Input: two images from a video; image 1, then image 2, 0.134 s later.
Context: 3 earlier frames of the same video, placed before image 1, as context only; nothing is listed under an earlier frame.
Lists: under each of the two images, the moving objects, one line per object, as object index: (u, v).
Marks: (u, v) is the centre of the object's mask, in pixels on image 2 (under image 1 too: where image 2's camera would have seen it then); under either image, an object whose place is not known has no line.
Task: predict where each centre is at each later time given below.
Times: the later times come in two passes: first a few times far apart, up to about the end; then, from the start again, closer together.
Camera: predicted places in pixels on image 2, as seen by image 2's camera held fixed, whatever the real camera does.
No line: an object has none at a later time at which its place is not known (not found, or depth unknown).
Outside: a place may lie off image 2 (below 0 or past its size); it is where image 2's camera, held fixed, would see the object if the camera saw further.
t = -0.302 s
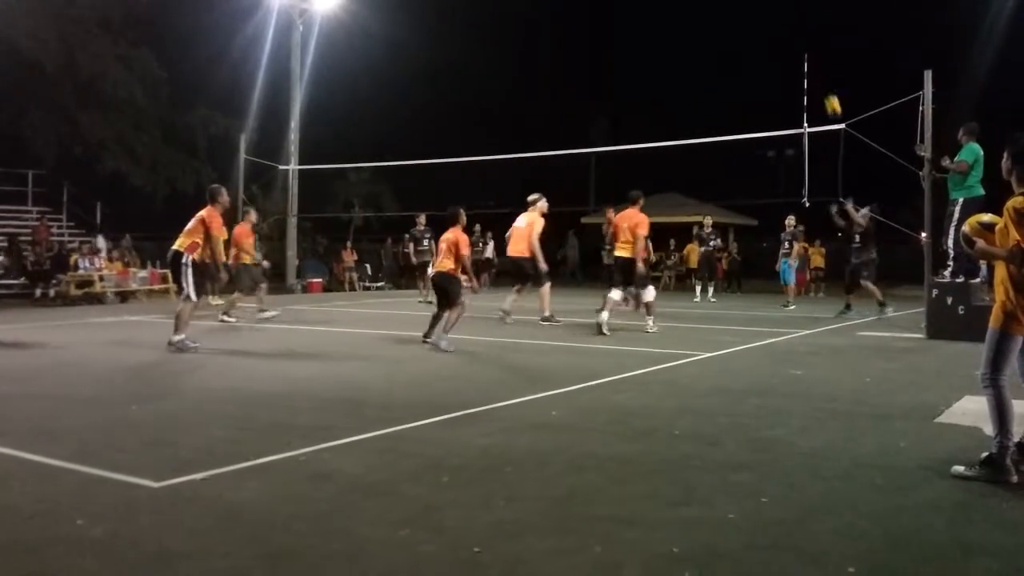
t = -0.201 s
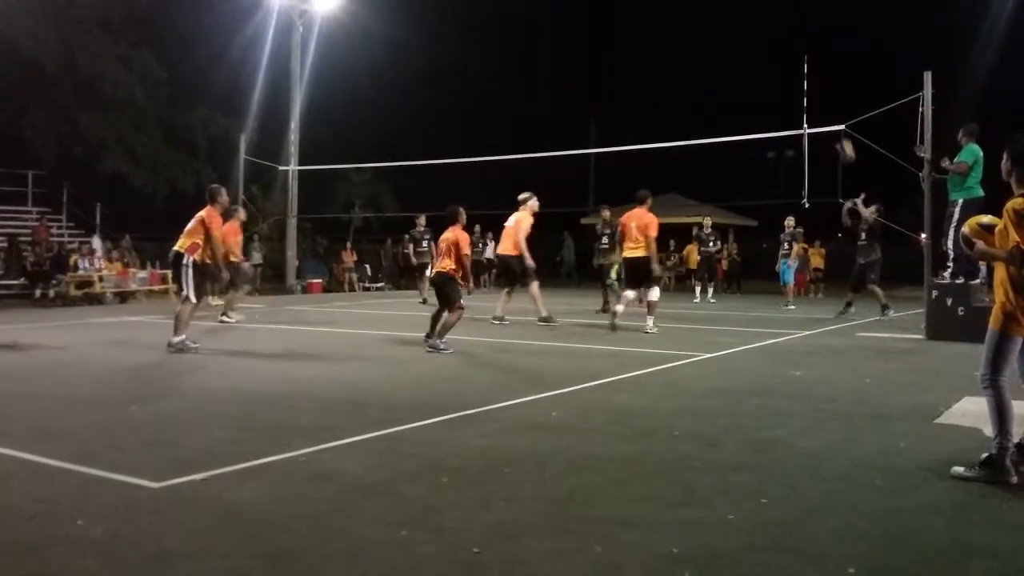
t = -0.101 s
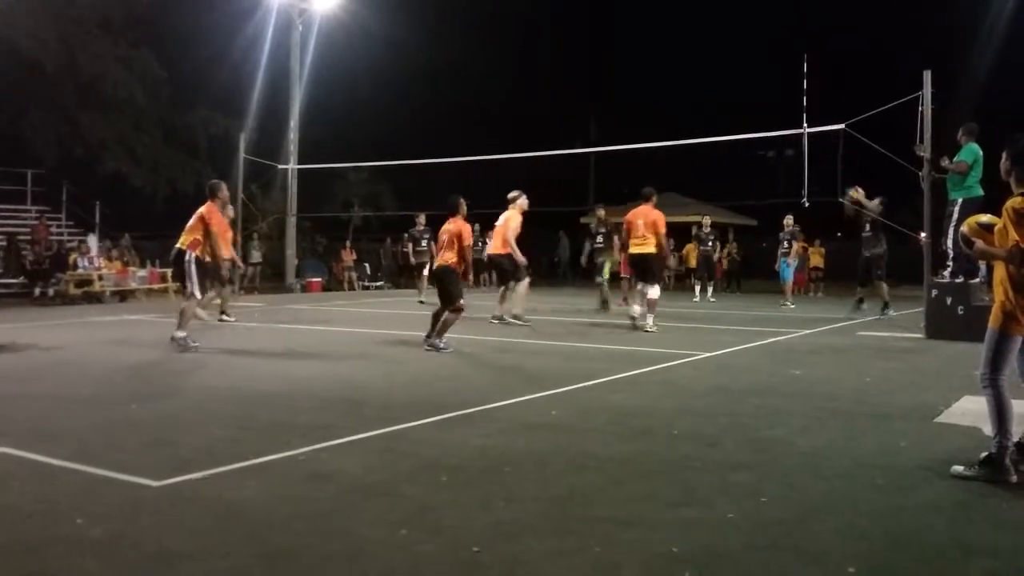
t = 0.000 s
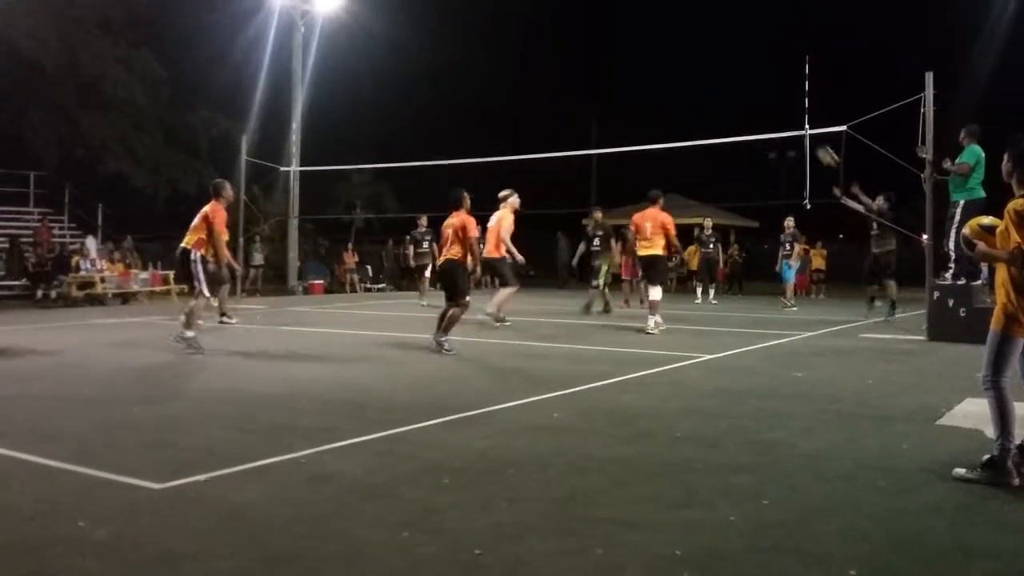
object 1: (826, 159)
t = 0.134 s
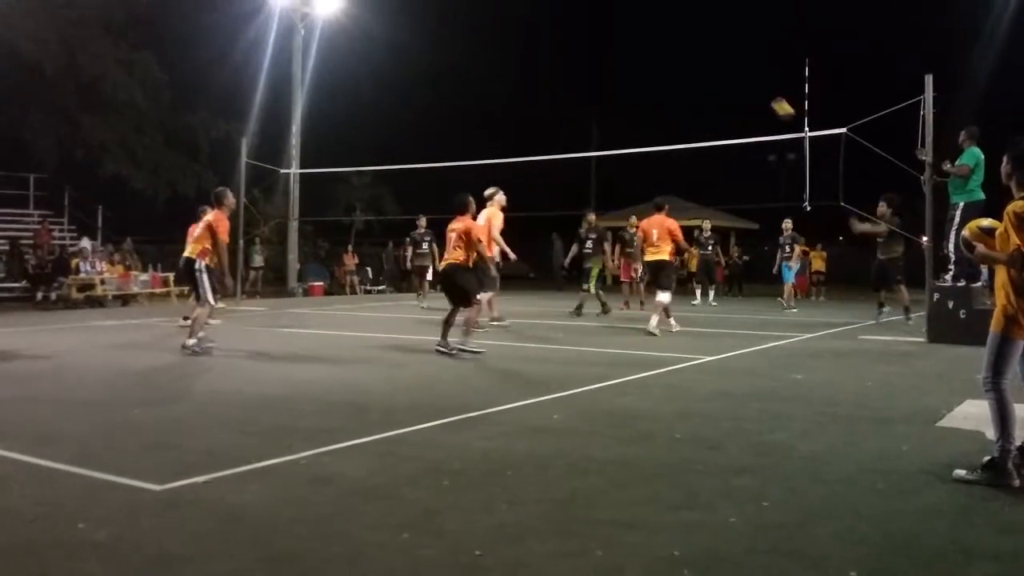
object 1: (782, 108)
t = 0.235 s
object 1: (748, 79)
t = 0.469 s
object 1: (667, 36)
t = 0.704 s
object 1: (580, 32)
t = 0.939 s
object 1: (491, 72)
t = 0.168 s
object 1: (771, 97)
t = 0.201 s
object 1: (760, 88)
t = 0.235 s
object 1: (748, 79)
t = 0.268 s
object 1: (737, 71)
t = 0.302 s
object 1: (726, 63)
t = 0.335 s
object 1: (714, 57)
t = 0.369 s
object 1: (703, 51)
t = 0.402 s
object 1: (691, 45)
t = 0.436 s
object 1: (679, 41)
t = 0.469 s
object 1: (667, 36)
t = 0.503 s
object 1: (655, 34)
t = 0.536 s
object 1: (643, 31)
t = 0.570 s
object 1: (631, 29)
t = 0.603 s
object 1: (617, 29)
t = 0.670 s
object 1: (593, 30)
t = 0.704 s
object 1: (580, 32)
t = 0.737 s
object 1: (568, 36)
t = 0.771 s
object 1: (555, 40)
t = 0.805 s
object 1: (542, 45)
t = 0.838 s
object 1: (530, 50)
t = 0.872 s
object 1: (518, 57)
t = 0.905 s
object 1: (505, 64)
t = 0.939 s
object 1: (491, 72)
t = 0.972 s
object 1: (478, 81)
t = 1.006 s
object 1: (465, 91)
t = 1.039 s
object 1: (452, 103)
